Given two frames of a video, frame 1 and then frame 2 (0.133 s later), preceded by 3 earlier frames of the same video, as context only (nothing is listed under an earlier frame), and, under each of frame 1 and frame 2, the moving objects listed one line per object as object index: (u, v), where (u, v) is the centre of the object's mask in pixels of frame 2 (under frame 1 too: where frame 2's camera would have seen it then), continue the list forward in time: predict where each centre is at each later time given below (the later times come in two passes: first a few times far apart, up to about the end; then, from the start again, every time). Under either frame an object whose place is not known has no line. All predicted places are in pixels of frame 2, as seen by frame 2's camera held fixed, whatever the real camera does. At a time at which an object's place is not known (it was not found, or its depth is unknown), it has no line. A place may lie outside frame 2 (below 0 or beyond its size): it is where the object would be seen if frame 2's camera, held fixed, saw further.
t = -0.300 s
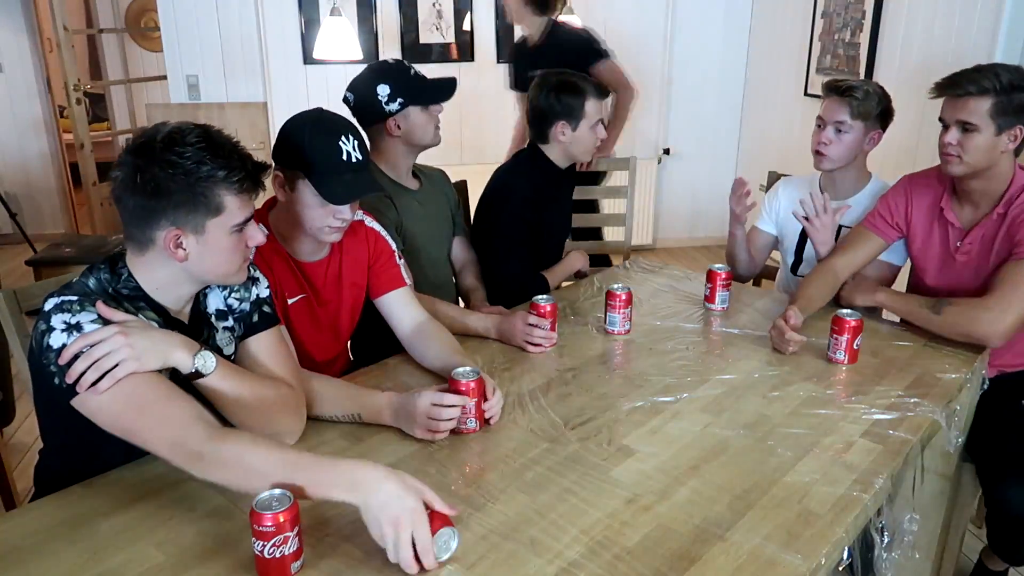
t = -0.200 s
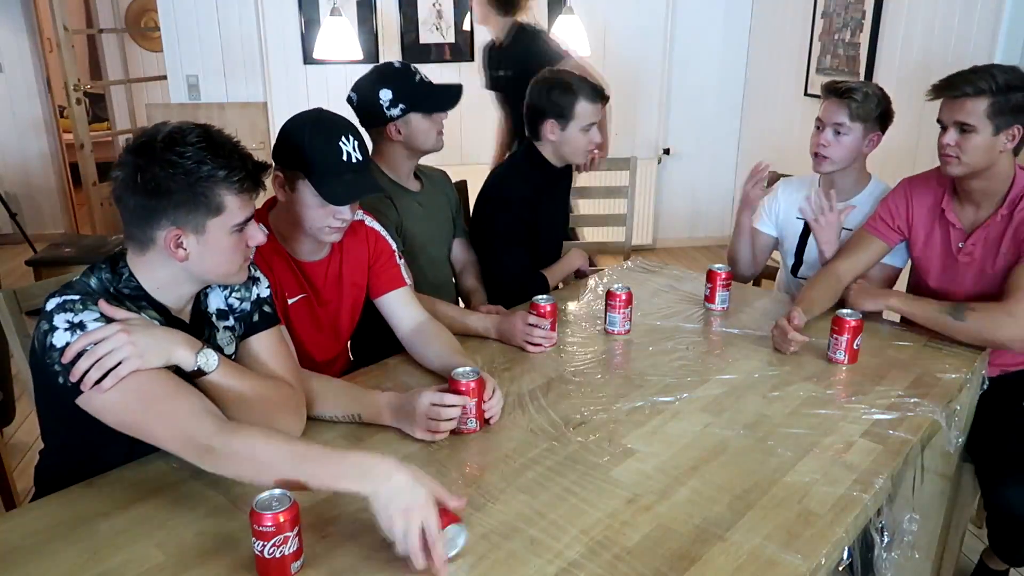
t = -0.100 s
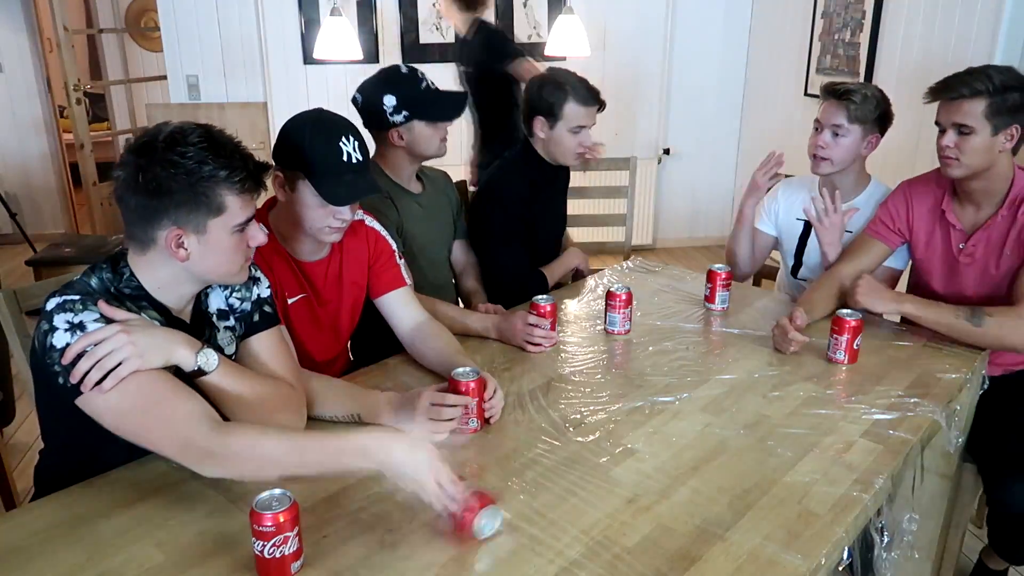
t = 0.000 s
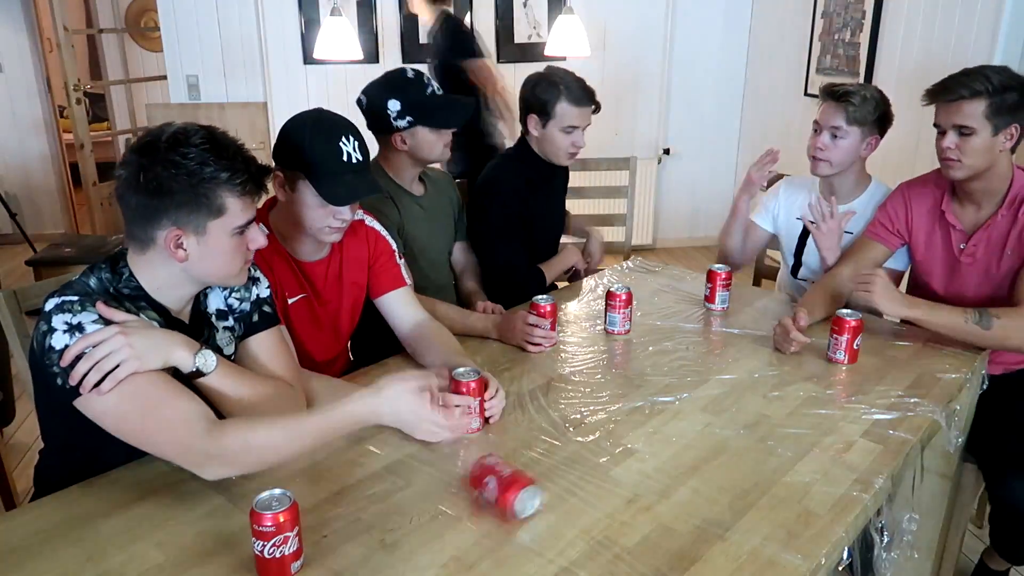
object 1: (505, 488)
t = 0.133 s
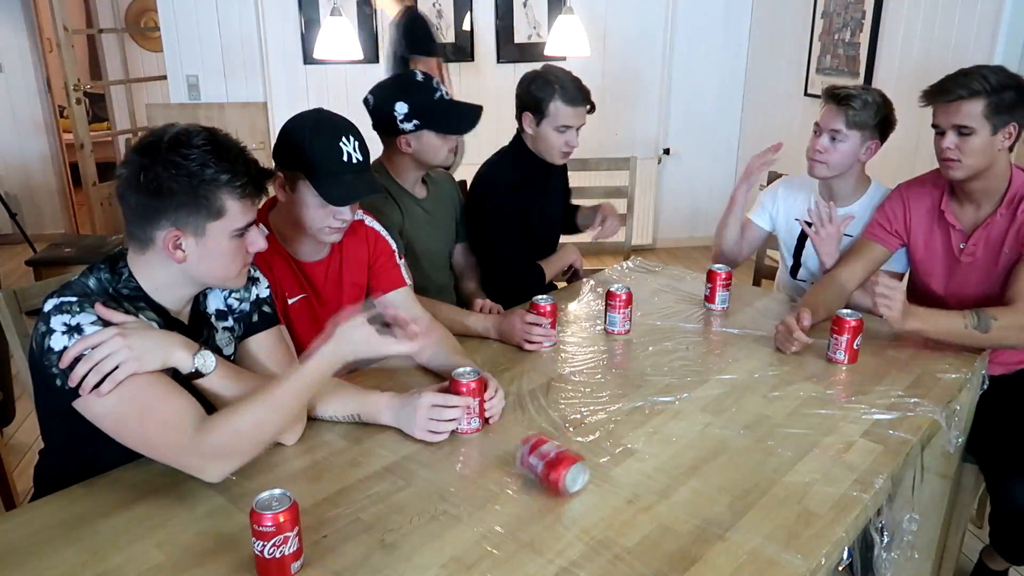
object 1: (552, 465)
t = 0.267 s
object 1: (594, 446)
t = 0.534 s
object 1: (658, 414)
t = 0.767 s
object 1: (703, 393)
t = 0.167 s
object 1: (564, 459)
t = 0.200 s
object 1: (574, 455)
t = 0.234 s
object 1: (584, 451)
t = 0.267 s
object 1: (594, 446)
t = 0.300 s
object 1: (601, 441)
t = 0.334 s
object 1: (611, 437)
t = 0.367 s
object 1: (620, 433)
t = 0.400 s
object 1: (628, 429)
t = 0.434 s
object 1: (636, 425)
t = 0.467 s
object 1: (644, 422)
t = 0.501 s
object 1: (652, 418)
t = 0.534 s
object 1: (658, 414)
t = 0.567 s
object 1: (666, 411)
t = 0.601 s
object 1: (672, 408)
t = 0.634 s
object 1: (679, 405)
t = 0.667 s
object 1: (685, 402)
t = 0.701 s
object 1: (691, 399)
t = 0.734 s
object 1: (697, 396)
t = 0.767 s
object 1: (703, 393)
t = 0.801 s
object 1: (708, 391)
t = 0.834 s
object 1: (714, 388)
